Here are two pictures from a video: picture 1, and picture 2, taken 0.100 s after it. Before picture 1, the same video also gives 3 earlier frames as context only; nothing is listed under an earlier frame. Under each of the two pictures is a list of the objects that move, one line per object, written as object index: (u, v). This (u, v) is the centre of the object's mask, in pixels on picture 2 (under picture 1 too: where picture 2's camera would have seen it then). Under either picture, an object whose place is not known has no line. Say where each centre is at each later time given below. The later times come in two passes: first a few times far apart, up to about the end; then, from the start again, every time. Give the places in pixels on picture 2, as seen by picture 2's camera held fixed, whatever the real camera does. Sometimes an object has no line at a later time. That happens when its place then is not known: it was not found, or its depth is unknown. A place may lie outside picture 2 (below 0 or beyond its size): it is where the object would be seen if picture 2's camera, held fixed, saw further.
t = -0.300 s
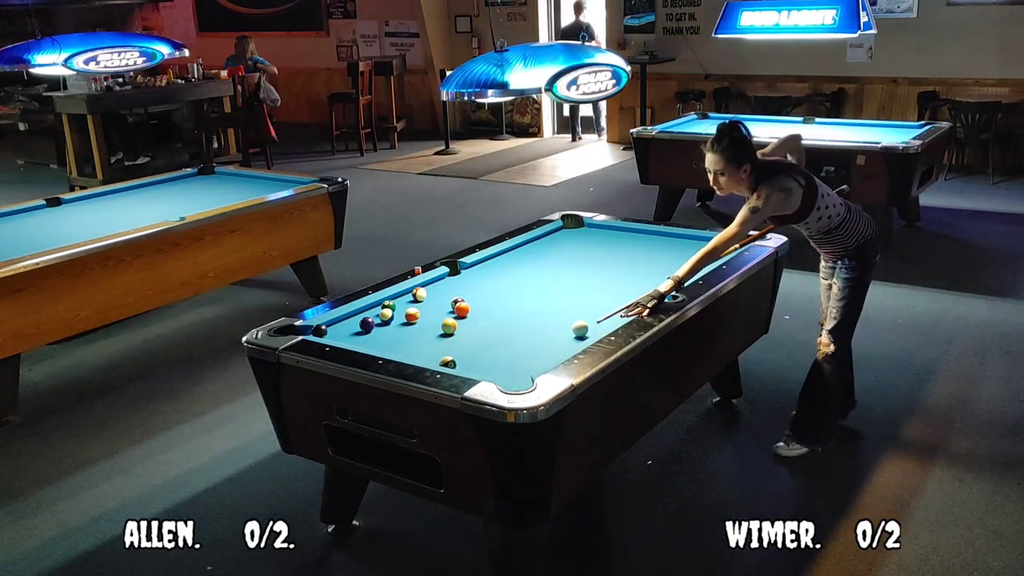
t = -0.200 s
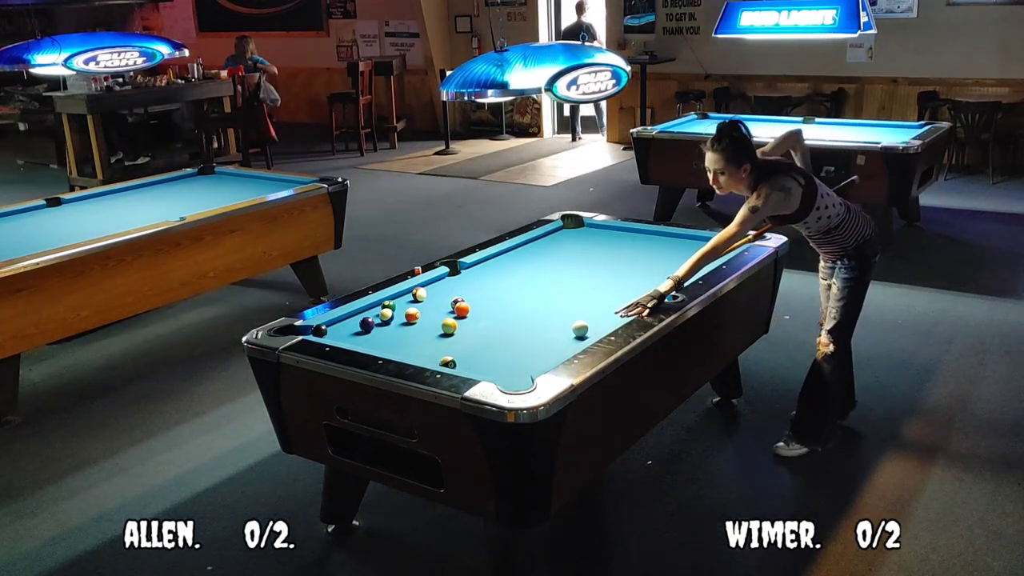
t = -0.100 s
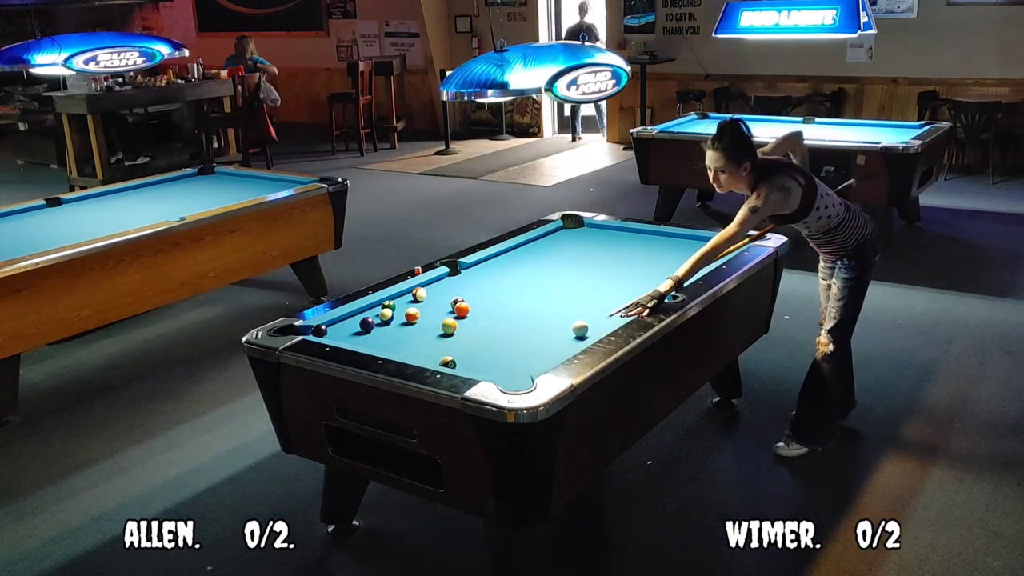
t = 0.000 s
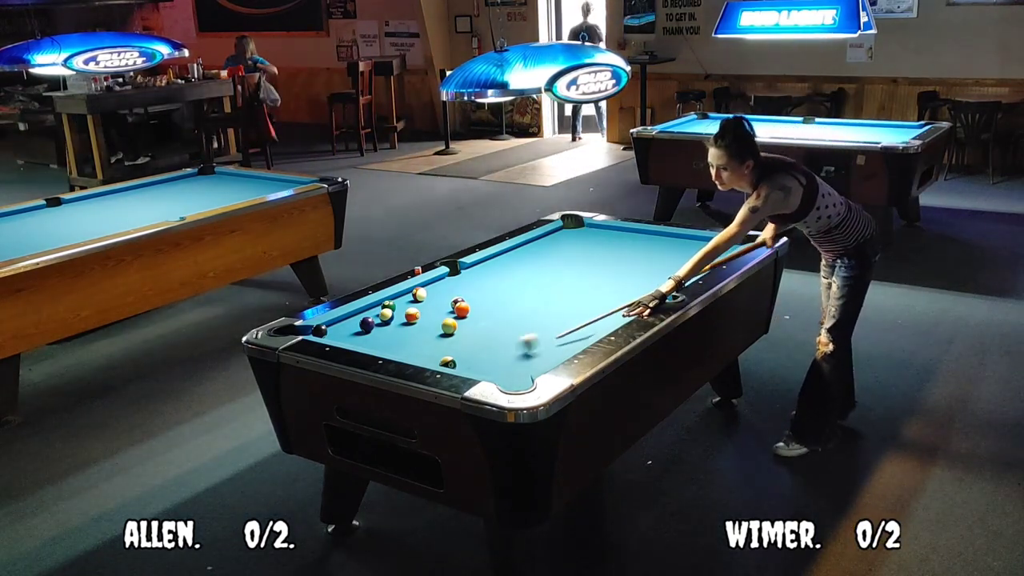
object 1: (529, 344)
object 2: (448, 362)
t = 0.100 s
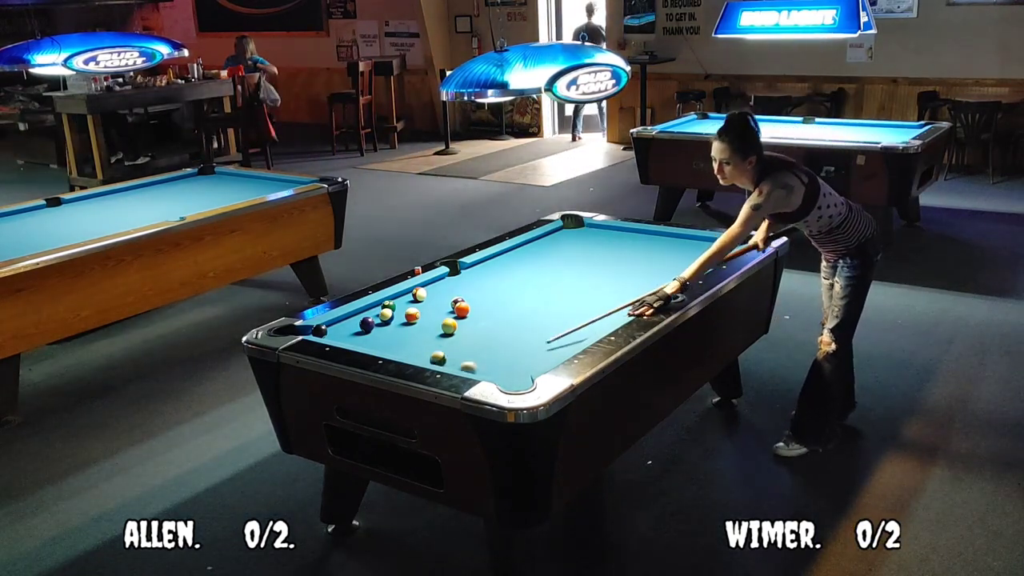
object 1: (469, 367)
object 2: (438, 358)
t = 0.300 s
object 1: (535, 360)
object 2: (428, 329)
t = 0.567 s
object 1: (566, 339)
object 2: (444, 303)
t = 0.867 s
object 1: (580, 313)
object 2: (472, 280)
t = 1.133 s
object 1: (591, 294)
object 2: (492, 263)
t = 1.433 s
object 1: (601, 276)
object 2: (521, 248)
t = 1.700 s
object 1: (608, 261)
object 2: (554, 237)
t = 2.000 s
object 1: (616, 248)
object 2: (588, 227)
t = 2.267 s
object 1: (622, 237)
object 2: (594, 232)
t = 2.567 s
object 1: (618, 230)
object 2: (597, 239)
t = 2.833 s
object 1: (596, 233)
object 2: (601, 246)
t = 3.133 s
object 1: (572, 235)
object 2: (604, 254)
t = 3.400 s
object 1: (553, 238)
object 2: (607, 261)
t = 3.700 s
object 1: (533, 240)
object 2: (610, 268)
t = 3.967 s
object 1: (532, 244)
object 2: (612, 275)
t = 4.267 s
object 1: (531, 247)
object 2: (616, 281)
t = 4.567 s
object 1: (529, 250)
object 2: (619, 288)
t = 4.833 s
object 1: (527, 252)
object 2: (622, 294)
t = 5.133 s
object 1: (526, 254)
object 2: (625, 299)
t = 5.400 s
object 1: (525, 255)
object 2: (628, 304)
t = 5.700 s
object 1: (524, 256)
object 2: (630, 307)
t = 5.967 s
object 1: (523, 256)
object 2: (626, 309)
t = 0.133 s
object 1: (481, 367)
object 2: (436, 354)
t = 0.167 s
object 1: (493, 367)
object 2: (434, 348)
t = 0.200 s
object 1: (505, 366)
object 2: (432, 343)
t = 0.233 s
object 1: (515, 364)
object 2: (430, 338)
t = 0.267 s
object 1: (525, 363)
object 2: (429, 333)
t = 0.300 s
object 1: (535, 360)
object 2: (428, 329)
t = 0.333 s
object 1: (545, 356)
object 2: (427, 325)
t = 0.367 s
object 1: (554, 353)
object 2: (426, 321)
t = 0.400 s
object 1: (557, 351)
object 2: (425, 318)
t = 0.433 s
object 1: (559, 348)
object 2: (429, 315)
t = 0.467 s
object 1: (561, 346)
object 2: (434, 311)
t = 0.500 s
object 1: (562, 344)
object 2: (438, 309)
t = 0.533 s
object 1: (564, 341)
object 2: (441, 306)
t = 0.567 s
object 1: (566, 339)
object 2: (444, 303)
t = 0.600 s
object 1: (568, 335)
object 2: (446, 300)
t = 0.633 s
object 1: (569, 332)
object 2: (450, 296)
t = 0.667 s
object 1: (571, 330)
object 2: (453, 293)
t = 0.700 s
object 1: (573, 327)
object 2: (456, 291)
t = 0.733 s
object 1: (574, 324)
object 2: (460, 290)
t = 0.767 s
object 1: (576, 321)
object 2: (463, 287)
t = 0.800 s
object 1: (577, 318)
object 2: (465, 285)
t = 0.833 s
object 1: (579, 316)
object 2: (468, 283)
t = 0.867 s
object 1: (580, 313)
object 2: (472, 280)
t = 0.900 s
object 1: (582, 310)
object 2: (474, 278)
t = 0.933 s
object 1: (583, 308)
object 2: (477, 276)
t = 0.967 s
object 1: (584, 306)
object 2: (479, 273)
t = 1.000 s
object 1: (586, 304)
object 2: (482, 271)
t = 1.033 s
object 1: (587, 301)
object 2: (484, 269)
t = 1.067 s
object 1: (588, 299)
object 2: (486, 267)
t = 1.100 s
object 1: (589, 297)
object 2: (489, 265)
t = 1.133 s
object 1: (591, 294)
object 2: (492, 263)
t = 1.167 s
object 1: (592, 292)
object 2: (493, 261)
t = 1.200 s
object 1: (593, 290)
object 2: (496, 259)
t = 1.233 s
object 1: (594, 288)
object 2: (499, 257)
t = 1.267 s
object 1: (596, 285)
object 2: (501, 255)
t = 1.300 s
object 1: (597, 284)
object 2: (503, 253)
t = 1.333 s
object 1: (597, 282)
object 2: (507, 252)
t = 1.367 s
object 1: (599, 280)
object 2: (512, 250)
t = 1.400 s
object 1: (600, 278)
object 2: (516, 249)
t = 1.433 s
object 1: (601, 276)
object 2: (521, 248)
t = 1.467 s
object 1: (602, 274)
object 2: (525, 246)
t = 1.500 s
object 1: (603, 272)
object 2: (530, 245)
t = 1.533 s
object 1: (604, 270)
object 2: (534, 244)
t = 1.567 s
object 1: (605, 268)
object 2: (538, 242)
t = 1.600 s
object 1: (606, 267)
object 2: (542, 241)
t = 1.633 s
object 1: (607, 265)
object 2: (546, 240)
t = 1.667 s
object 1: (608, 263)
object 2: (550, 238)
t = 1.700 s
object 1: (608, 261)
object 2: (554, 237)
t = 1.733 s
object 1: (609, 260)
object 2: (558, 236)
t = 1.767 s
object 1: (610, 258)
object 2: (562, 235)
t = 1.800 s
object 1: (611, 257)
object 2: (566, 233)
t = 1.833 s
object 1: (612, 256)
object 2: (570, 232)
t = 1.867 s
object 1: (613, 254)
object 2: (574, 231)
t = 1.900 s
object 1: (614, 252)
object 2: (577, 230)
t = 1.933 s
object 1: (615, 251)
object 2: (582, 229)
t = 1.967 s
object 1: (615, 249)
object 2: (585, 228)
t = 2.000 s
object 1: (616, 248)
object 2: (588, 227)
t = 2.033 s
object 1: (617, 246)
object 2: (592, 226)
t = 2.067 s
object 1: (618, 245)
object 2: (592, 226)
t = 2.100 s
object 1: (619, 244)
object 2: (592, 227)
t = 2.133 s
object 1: (620, 242)
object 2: (593, 228)
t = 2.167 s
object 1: (620, 241)
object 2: (593, 229)
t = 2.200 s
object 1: (621, 239)
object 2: (593, 230)
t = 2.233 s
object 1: (622, 238)
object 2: (594, 231)
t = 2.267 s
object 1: (622, 237)
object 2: (594, 232)
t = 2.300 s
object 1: (623, 236)
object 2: (594, 233)
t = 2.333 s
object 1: (624, 235)
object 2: (595, 234)
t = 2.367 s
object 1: (625, 233)
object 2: (595, 234)
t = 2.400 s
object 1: (626, 232)
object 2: (596, 235)
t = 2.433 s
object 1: (626, 231)
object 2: (596, 236)
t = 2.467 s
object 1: (626, 230)
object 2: (597, 237)
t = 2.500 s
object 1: (625, 230)
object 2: (597, 238)
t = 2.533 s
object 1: (621, 230)
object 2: (597, 238)
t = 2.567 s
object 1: (618, 230)
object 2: (597, 239)
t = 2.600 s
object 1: (615, 231)
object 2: (597, 240)
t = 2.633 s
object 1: (613, 231)
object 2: (598, 241)
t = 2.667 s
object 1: (610, 231)
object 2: (598, 242)
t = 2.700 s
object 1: (607, 231)
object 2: (599, 243)
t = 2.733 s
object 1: (604, 232)
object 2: (599, 244)
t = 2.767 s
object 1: (602, 232)
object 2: (600, 245)
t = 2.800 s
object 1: (599, 232)
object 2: (600, 245)
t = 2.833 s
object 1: (596, 233)
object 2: (601, 246)
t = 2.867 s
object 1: (594, 233)
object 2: (601, 247)
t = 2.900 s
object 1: (591, 233)
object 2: (601, 248)
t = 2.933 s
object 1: (588, 234)
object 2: (601, 249)
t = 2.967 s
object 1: (585, 234)
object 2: (601, 250)
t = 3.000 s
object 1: (583, 234)
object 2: (602, 251)
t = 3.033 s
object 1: (580, 235)
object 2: (602, 251)
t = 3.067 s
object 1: (578, 235)
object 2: (603, 252)
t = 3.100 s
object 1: (575, 235)
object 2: (603, 253)
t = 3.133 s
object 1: (572, 235)
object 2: (604, 254)
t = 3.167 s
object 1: (570, 236)
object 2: (604, 255)
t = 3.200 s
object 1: (567, 236)
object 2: (604, 255)
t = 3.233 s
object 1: (565, 236)
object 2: (605, 257)
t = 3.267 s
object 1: (562, 237)
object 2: (605, 257)
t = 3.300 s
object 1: (560, 237)
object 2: (605, 258)
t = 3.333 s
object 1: (557, 237)
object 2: (606, 259)
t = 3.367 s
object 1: (555, 237)
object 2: (606, 260)
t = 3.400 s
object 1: (553, 238)
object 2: (607, 261)
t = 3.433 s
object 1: (550, 238)
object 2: (607, 262)
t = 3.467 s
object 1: (548, 238)
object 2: (607, 263)
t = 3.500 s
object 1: (546, 238)
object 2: (608, 263)
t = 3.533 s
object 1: (543, 239)
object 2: (608, 264)
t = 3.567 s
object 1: (541, 239)
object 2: (608, 265)
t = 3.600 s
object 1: (539, 239)
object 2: (609, 265)
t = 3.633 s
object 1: (537, 240)
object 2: (609, 266)
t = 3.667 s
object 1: (534, 240)
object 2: (609, 267)
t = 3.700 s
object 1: (533, 240)
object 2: (610, 268)
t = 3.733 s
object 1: (533, 241)
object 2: (610, 269)
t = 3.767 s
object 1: (533, 241)
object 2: (610, 269)
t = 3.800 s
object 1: (533, 241)
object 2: (611, 270)
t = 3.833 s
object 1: (533, 242)
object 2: (611, 271)
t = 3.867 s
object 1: (532, 242)
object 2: (611, 272)
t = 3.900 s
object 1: (532, 243)
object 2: (611, 273)
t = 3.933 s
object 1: (532, 243)
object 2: (612, 274)
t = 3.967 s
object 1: (532, 244)
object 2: (612, 275)
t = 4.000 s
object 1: (532, 244)
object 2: (613, 275)
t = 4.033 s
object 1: (532, 244)
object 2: (613, 276)
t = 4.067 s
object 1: (531, 245)
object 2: (614, 276)
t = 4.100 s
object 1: (531, 245)
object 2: (614, 277)
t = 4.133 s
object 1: (531, 245)
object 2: (614, 278)
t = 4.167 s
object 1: (531, 246)
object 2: (615, 279)
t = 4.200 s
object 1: (531, 246)
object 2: (615, 280)
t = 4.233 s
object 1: (531, 246)
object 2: (616, 281)
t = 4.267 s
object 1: (531, 247)
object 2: (616, 281)
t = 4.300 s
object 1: (530, 247)
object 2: (616, 282)
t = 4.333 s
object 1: (530, 247)
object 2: (616, 283)
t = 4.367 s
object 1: (530, 248)
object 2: (617, 283)
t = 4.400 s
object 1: (530, 248)
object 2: (617, 284)
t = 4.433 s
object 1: (530, 248)
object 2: (617, 285)
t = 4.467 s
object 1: (530, 249)
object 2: (618, 286)
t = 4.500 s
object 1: (529, 249)
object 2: (618, 287)
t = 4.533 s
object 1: (529, 250)
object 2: (618, 288)
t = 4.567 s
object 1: (529, 250)
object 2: (619, 288)
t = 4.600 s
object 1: (528, 250)
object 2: (619, 288)
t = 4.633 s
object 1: (528, 250)
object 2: (620, 289)
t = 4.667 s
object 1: (528, 251)
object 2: (620, 290)
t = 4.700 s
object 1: (528, 251)
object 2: (620, 291)
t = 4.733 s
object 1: (528, 251)
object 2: (621, 291)
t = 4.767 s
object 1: (528, 251)
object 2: (621, 292)
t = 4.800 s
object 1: (527, 252)
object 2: (622, 293)
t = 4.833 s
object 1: (527, 252)
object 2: (622, 294)
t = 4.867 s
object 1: (527, 252)
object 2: (622, 295)
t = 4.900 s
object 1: (527, 252)
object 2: (622, 295)
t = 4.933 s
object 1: (527, 253)
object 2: (623, 296)
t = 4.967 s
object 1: (527, 253)
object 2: (623, 296)
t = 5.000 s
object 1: (527, 253)
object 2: (624, 297)
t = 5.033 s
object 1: (527, 253)
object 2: (624, 297)
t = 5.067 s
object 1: (527, 253)
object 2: (624, 298)
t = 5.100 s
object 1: (526, 254)
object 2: (624, 298)
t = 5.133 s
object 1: (526, 254)
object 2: (625, 299)
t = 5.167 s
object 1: (526, 254)
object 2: (625, 300)
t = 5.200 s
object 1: (526, 254)
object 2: (625, 301)
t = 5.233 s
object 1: (526, 254)
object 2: (626, 301)
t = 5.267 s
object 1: (526, 255)
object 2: (626, 302)
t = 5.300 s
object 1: (526, 255)
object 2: (626, 302)
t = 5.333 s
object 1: (525, 255)
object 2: (627, 304)
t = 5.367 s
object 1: (525, 255)
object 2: (627, 303)
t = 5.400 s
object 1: (525, 255)
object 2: (628, 304)
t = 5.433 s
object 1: (525, 255)
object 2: (628, 304)
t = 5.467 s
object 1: (525, 255)
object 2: (628, 305)
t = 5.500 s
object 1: (525, 255)
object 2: (628, 305)
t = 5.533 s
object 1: (525, 256)
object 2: (628, 305)
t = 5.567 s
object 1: (525, 256)
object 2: (629, 306)
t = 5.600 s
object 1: (525, 256)
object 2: (629, 306)
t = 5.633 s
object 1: (524, 256)
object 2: (629, 306)
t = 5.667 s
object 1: (524, 256)
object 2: (629, 307)
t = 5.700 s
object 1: (524, 256)
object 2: (630, 307)
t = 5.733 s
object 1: (524, 256)
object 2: (630, 307)
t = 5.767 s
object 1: (524, 256)
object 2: (630, 307)
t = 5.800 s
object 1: (524, 256)
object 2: (629, 308)
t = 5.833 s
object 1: (523, 256)
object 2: (629, 308)
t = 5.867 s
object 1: (523, 256)
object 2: (628, 308)
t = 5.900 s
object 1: (523, 256)
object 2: (628, 308)
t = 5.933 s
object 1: (523, 256)
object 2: (627, 308)
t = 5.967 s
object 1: (523, 256)
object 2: (626, 309)
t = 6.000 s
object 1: (523, 256)
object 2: (626, 309)
